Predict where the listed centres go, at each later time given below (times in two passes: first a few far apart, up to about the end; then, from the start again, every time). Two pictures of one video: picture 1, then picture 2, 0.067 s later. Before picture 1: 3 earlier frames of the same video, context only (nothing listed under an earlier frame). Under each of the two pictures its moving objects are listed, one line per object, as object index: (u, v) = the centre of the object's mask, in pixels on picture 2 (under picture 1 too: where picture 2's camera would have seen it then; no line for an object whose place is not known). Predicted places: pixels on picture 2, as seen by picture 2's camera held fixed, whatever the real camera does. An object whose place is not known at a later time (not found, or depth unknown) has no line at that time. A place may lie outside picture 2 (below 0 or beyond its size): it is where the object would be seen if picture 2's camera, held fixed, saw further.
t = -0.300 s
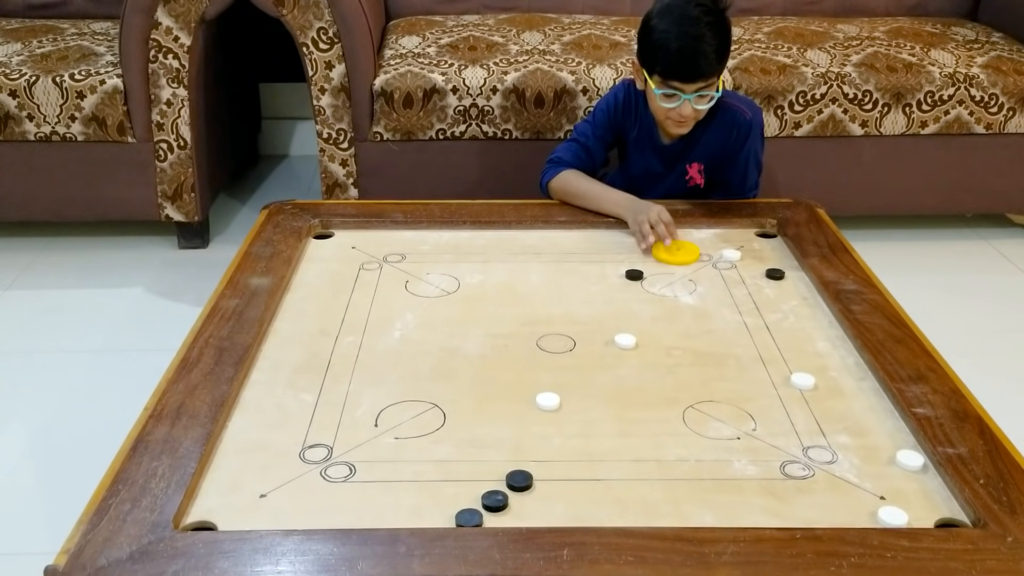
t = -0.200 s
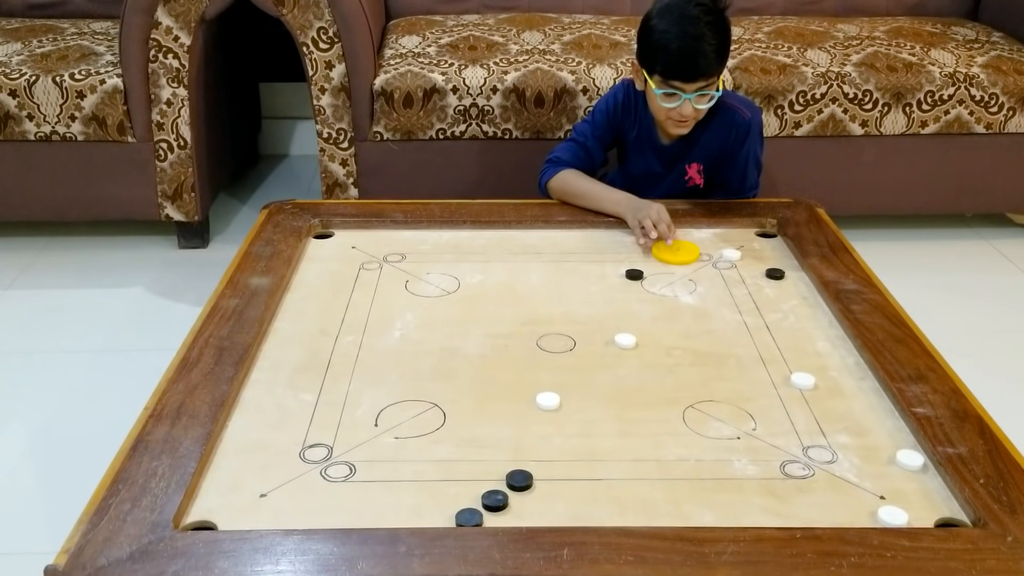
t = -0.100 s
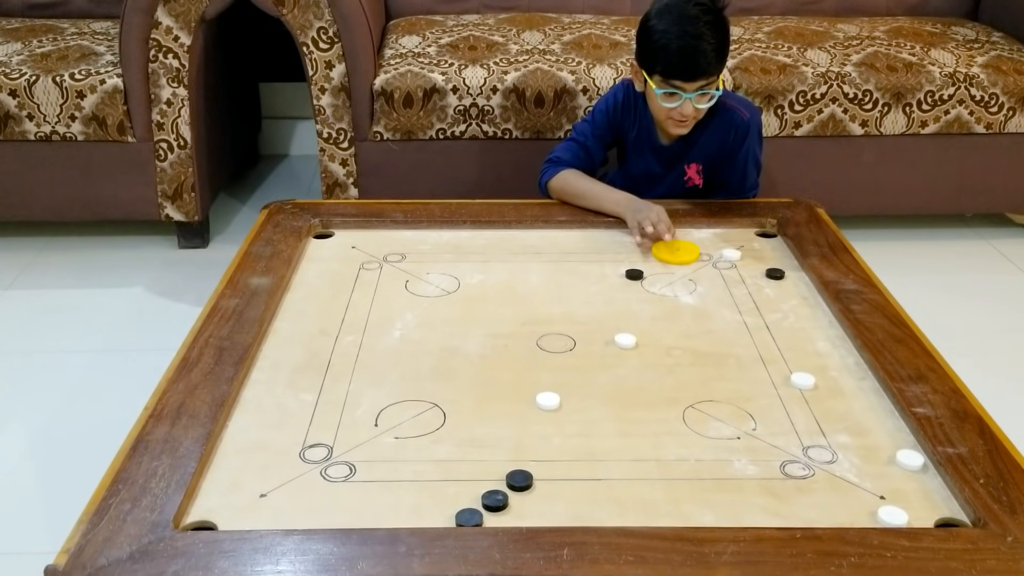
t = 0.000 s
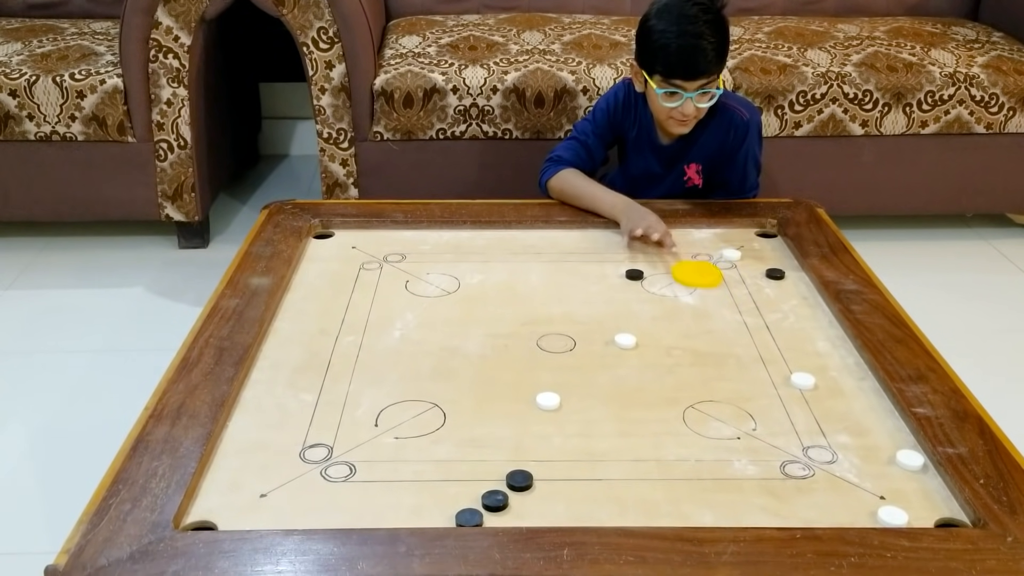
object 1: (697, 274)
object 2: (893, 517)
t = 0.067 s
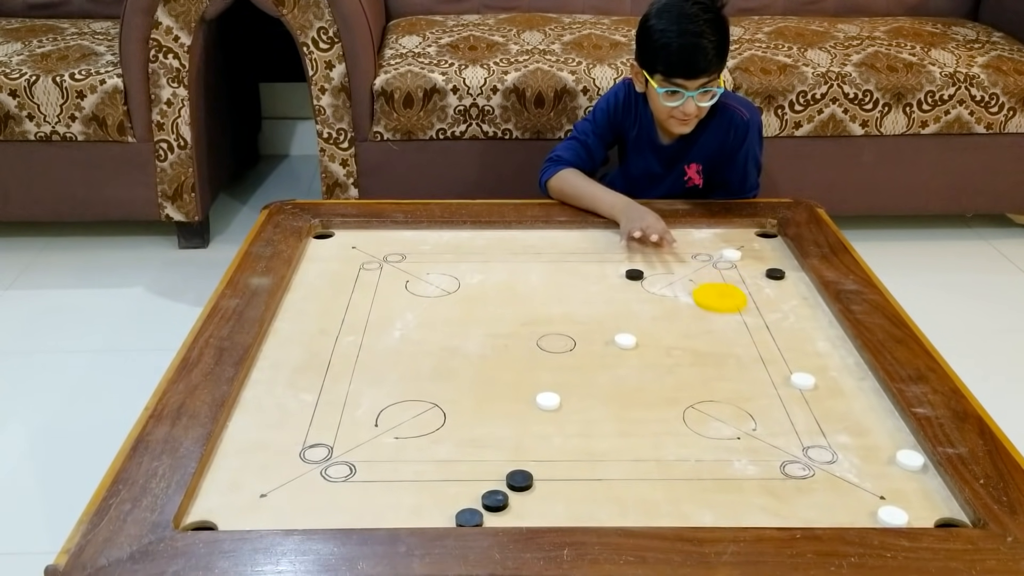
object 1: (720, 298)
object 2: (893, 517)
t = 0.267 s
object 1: (791, 375)
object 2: (892, 517)
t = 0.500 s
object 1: (862, 455)
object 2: (878, 519)
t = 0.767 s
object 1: (904, 500)
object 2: (870, 521)
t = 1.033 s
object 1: (912, 503)
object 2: (870, 521)
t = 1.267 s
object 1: (912, 503)
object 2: (870, 521)
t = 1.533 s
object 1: (911, 503)
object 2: (870, 521)
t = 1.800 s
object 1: (912, 503)
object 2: (870, 521)
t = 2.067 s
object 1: (912, 503)
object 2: (871, 521)
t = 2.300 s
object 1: (911, 503)
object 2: (870, 521)
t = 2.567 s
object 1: (911, 503)
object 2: (870, 521)
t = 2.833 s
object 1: (911, 503)
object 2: (870, 521)
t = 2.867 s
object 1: (911, 503)
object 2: (870, 521)
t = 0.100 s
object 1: (731, 310)
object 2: (892, 517)
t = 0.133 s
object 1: (744, 323)
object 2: (892, 517)
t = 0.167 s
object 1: (756, 337)
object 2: (892, 517)
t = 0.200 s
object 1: (769, 350)
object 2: (892, 517)
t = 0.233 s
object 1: (781, 363)
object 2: (892, 517)
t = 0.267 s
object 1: (791, 375)
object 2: (892, 517)
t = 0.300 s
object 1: (801, 386)
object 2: (892, 517)
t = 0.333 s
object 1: (811, 397)
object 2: (892, 517)
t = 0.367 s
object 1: (821, 409)
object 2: (892, 517)
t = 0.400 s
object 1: (831, 421)
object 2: (892, 517)
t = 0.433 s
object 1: (841, 432)
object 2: (891, 517)
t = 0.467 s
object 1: (851, 444)
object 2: (883, 518)
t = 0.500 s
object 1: (862, 455)
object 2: (878, 519)
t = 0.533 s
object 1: (871, 467)
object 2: (874, 520)
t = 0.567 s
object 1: (881, 478)
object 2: (872, 520)
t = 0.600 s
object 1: (889, 486)
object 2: (871, 520)
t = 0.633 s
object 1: (894, 492)
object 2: (870, 521)
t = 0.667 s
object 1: (895, 493)
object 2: (870, 521)
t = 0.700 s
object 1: (897, 496)
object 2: (870, 521)
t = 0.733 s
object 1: (900, 498)
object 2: (870, 520)
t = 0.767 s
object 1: (904, 500)
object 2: (870, 521)
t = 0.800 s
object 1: (907, 501)
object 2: (870, 521)
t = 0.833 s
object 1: (908, 502)
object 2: (870, 521)
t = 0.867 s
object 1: (909, 502)
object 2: (870, 521)
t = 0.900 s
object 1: (910, 503)
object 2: (870, 521)
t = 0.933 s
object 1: (911, 503)
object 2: (870, 521)
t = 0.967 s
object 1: (911, 503)
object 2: (870, 521)
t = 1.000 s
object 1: (911, 503)
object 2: (870, 521)
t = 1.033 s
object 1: (912, 503)
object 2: (870, 521)
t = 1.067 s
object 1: (912, 503)
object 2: (870, 521)
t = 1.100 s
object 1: (911, 503)
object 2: (870, 521)
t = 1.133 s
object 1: (912, 503)
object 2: (870, 521)
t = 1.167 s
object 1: (912, 503)
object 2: (870, 521)
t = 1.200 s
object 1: (912, 503)
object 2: (870, 521)
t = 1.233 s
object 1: (912, 503)
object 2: (870, 521)
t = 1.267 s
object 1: (912, 503)
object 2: (870, 521)
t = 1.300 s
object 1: (912, 503)
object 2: (870, 521)
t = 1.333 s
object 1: (912, 503)
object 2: (870, 521)
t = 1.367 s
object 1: (912, 503)
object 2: (870, 521)
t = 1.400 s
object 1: (912, 503)
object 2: (870, 521)
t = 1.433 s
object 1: (911, 503)
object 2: (870, 521)
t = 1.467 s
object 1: (911, 503)
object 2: (870, 521)
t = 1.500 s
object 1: (912, 503)
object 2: (870, 521)
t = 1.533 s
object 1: (911, 503)
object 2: (870, 521)
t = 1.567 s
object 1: (911, 503)
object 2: (870, 521)
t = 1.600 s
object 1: (912, 503)
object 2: (870, 521)
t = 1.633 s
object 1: (912, 503)
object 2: (870, 521)
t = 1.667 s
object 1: (912, 503)
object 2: (870, 521)
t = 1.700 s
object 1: (912, 503)
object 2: (870, 521)
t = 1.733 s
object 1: (912, 503)
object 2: (870, 521)
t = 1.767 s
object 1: (912, 503)
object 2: (870, 521)
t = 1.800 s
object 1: (912, 503)
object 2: (870, 521)
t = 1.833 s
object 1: (912, 503)
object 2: (870, 521)
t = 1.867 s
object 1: (912, 503)
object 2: (870, 521)
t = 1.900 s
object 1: (912, 503)
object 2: (871, 521)
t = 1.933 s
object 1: (912, 503)
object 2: (871, 521)
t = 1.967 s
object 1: (912, 504)
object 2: (871, 522)
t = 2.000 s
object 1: (912, 504)
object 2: (871, 521)
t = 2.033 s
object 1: (912, 504)
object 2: (871, 521)
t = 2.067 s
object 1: (912, 503)
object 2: (871, 521)
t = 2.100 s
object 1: (912, 503)
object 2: (870, 521)
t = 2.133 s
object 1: (912, 503)
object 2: (871, 521)
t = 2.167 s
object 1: (912, 503)
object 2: (870, 521)
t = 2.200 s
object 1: (912, 503)
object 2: (871, 521)
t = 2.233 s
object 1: (912, 503)
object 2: (870, 521)
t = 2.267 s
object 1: (912, 503)
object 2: (870, 521)
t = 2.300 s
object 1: (911, 503)
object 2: (870, 521)
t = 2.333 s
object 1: (911, 503)
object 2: (870, 521)
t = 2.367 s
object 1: (911, 503)
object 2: (870, 521)
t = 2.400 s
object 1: (911, 503)
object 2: (870, 521)
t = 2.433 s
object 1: (911, 503)
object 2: (870, 521)
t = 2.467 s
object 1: (911, 503)
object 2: (870, 521)
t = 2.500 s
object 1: (911, 503)
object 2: (870, 521)
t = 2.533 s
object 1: (911, 503)
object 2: (870, 521)
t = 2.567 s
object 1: (911, 503)
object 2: (870, 521)
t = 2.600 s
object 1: (911, 503)
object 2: (870, 521)
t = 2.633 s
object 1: (911, 503)
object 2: (870, 521)
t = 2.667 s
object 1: (911, 503)
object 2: (870, 521)
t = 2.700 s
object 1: (911, 503)
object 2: (870, 521)
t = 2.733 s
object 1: (911, 503)
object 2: (870, 521)
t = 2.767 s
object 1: (911, 503)
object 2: (870, 521)
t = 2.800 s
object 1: (911, 503)
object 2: (870, 521)
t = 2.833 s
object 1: (911, 503)
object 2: (870, 521)
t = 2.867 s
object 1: (911, 503)
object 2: (870, 521)
